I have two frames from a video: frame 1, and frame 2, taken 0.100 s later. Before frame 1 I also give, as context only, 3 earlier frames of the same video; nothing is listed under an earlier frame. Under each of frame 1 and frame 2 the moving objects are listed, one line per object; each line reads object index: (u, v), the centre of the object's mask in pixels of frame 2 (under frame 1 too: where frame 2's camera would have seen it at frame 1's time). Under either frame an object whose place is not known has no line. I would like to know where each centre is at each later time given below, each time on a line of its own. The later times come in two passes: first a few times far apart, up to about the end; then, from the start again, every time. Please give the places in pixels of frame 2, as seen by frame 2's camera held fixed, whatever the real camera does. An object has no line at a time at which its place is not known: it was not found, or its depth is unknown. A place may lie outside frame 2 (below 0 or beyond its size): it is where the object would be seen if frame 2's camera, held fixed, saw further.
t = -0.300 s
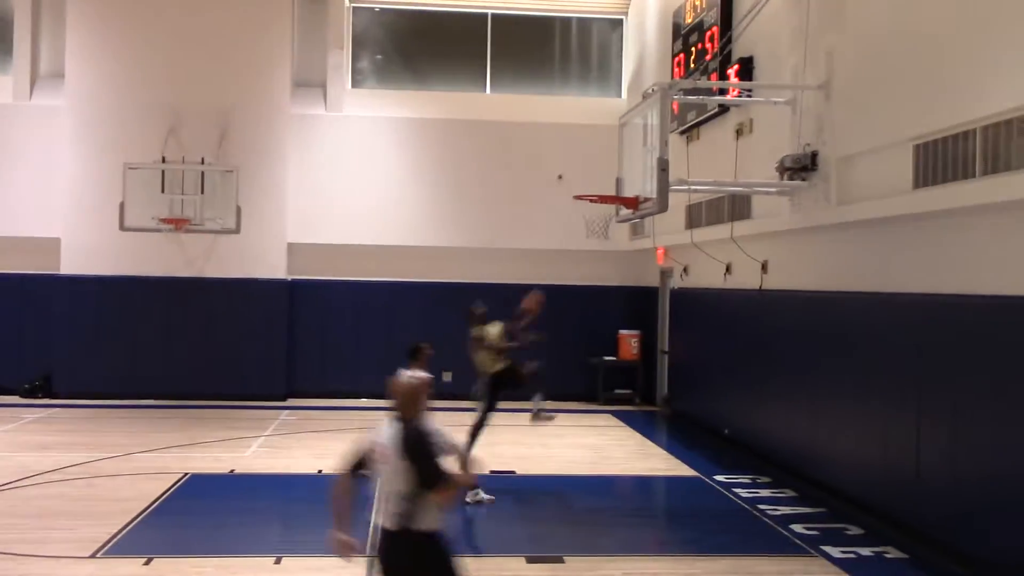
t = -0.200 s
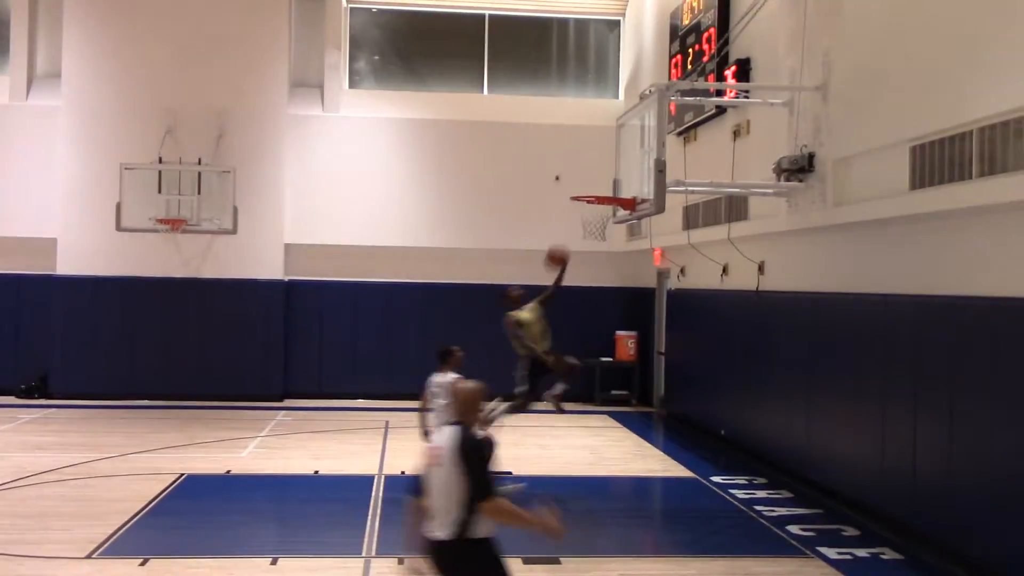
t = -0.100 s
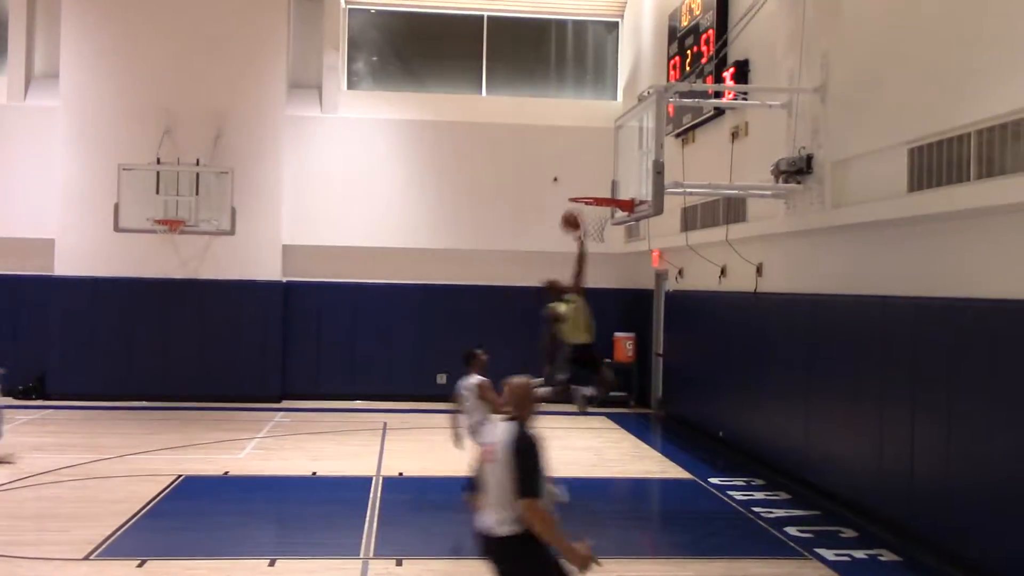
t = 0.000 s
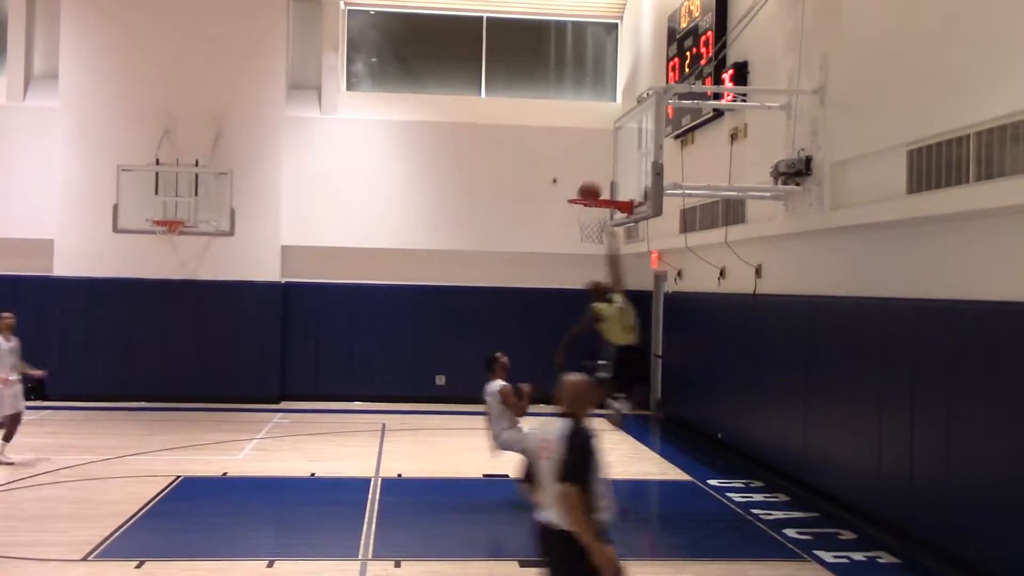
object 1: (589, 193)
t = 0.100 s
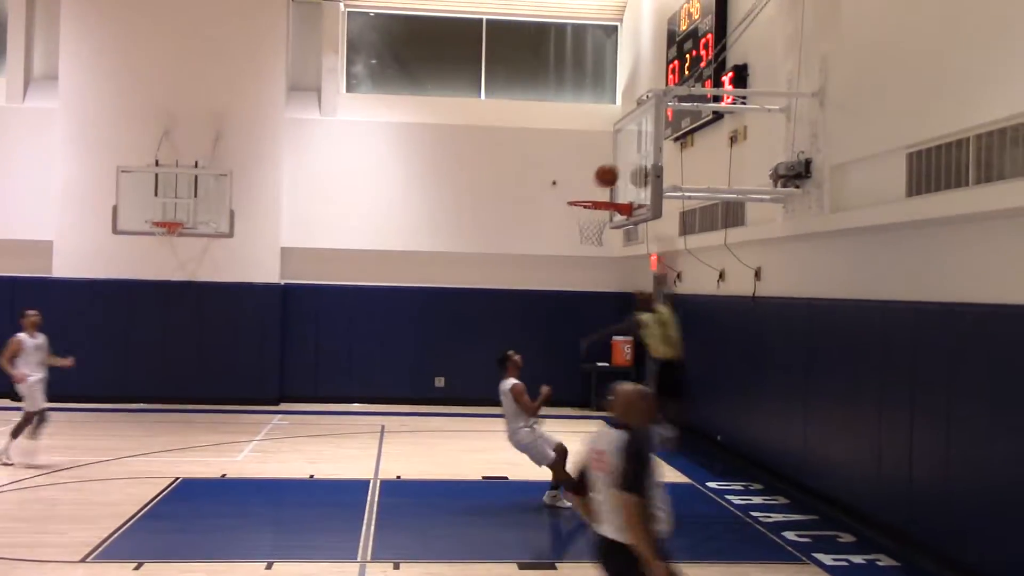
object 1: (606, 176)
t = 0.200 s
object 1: (609, 166)
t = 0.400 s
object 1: (588, 177)
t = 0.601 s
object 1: (598, 198)
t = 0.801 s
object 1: (576, 218)
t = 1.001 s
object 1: (576, 226)
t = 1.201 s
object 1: (590, 264)
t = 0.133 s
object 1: (612, 171)
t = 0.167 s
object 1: (612, 168)
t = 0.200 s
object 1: (609, 166)
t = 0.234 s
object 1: (605, 165)
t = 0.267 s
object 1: (602, 165)
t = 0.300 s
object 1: (599, 167)
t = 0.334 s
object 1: (595, 169)
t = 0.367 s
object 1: (591, 172)
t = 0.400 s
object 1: (588, 177)
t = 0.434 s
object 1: (584, 183)
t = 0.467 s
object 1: (580, 189)
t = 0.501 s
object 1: (579, 193)
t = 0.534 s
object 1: (585, 194)
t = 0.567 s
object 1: (592, 194)
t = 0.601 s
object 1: (598, 198)
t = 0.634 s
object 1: (601, 203)
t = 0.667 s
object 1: (597, 204)
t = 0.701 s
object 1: (591, 207)
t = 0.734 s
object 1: (586, 212)
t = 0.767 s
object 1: (580, 214)
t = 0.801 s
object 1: (576, 218)
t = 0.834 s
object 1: (573, 219)
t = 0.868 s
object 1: (572, 220)
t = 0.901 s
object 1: (572, 220)
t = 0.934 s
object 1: (573, 222)
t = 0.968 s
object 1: (574, 224)
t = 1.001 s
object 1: (576, 226)
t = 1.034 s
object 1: (578, 230)
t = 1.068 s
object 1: (580, 235)
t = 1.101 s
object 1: (582, 241)
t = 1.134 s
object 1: (585, 248)
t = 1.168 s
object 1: (587, 255)
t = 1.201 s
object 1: (590, 264)
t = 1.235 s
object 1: (592, 274)
